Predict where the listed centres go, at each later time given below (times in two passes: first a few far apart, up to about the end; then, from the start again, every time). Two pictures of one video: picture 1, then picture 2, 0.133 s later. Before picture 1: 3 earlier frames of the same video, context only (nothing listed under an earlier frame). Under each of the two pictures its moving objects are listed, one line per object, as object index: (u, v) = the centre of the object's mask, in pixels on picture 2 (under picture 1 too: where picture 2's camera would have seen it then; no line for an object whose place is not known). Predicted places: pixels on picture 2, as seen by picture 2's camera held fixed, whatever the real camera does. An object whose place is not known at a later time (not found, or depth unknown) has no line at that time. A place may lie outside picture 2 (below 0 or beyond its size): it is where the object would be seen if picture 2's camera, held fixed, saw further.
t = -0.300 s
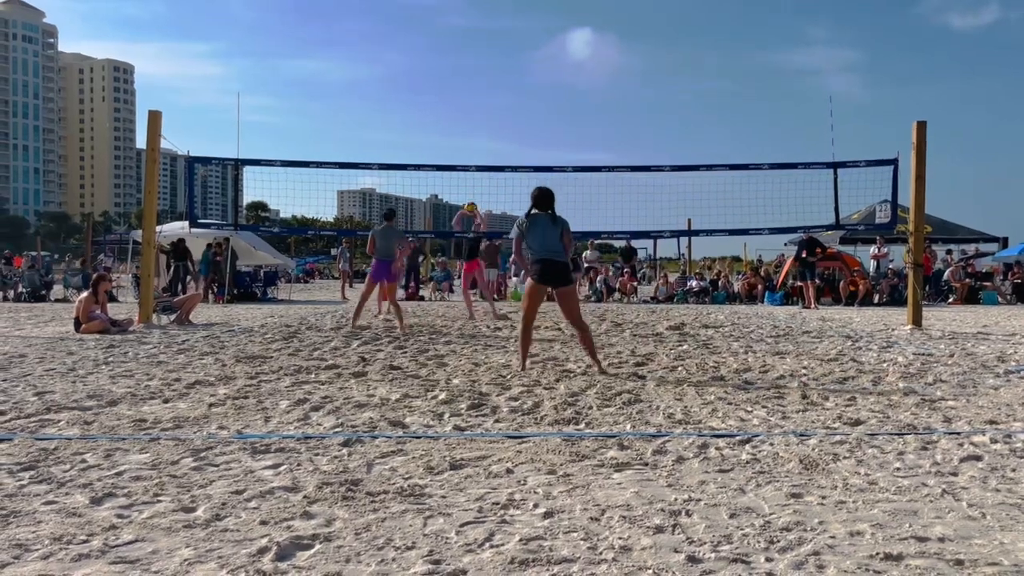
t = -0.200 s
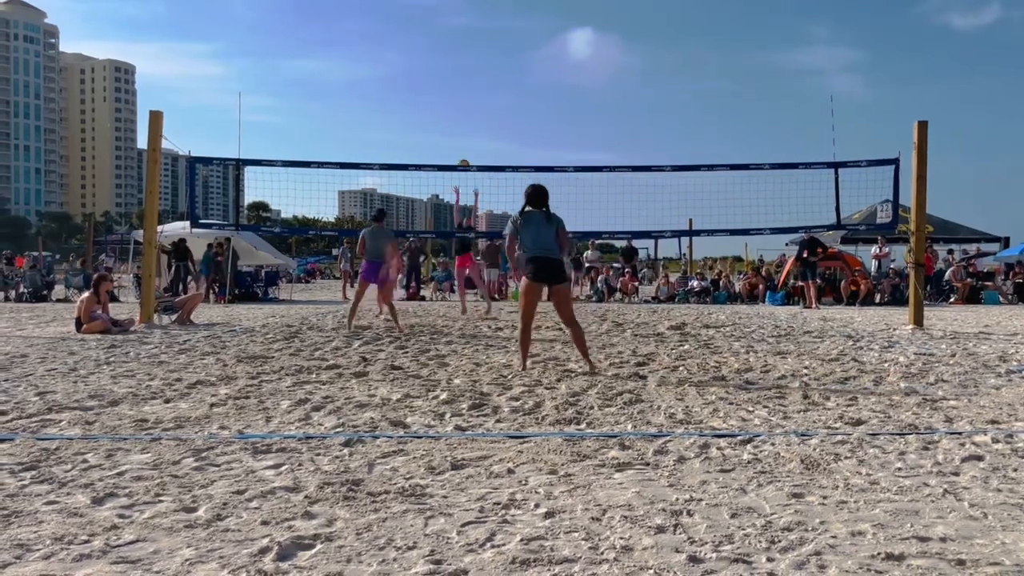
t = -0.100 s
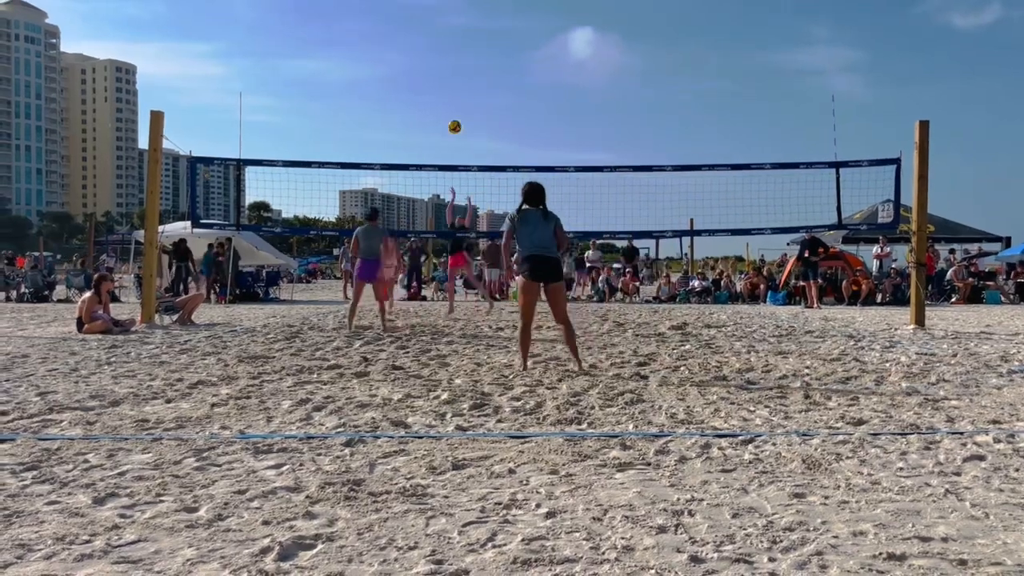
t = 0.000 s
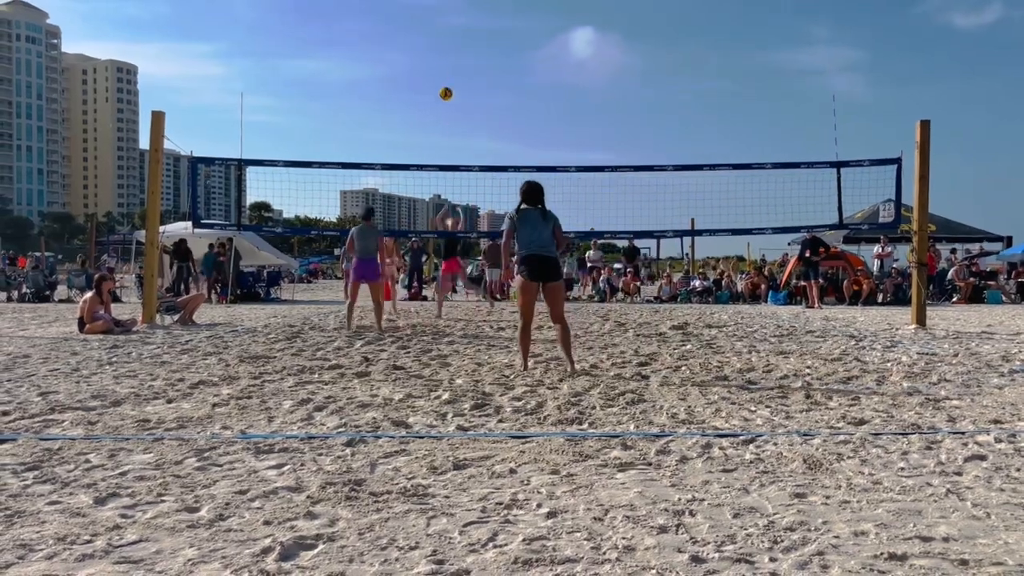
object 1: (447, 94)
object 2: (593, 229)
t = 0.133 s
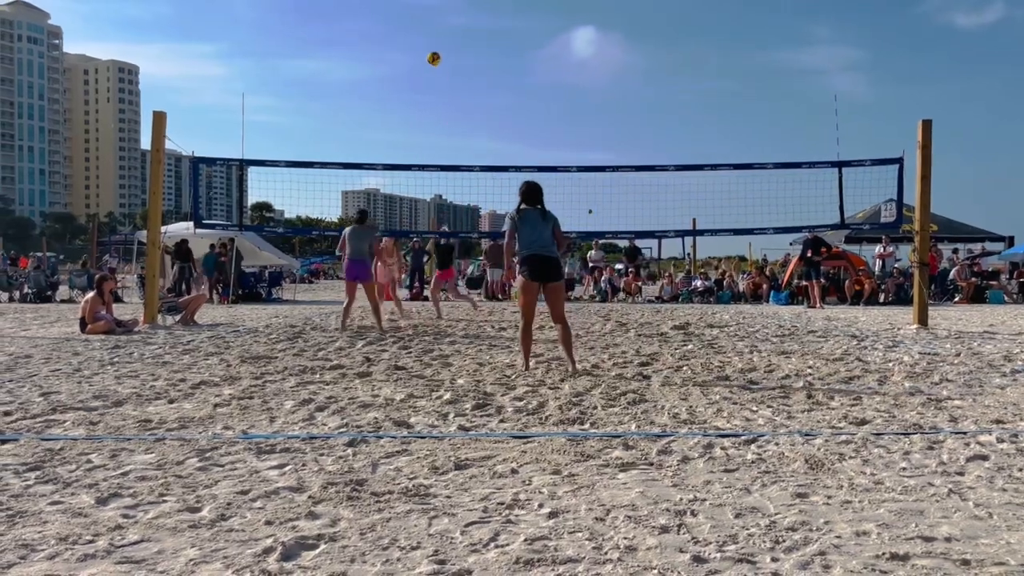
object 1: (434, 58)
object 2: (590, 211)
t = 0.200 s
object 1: (427, 45)
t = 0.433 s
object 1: (404, 18)
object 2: (582, 184)
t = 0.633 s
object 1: (383, 23)
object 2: (578, 177)
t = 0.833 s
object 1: (361, 53)
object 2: (573, 179)
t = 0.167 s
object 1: (431, 51)
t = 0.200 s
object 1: (427, 45)
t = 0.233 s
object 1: (424, 39)
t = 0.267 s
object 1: (421, 34)
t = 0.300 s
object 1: (417, 30)
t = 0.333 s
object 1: (414, 26)
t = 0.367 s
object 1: (411, 23)
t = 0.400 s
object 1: (407, 20)
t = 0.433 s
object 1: (404, 18)
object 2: (582, 184)
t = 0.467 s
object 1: (401, 18)
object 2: (582, 183)
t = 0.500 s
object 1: (397, 17)
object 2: (581, 181)
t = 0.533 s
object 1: (394, 18)
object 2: (580, 180)
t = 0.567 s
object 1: (391, 19)
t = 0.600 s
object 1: (387, 21)
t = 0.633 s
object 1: (383, 23)
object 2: (578, 177)
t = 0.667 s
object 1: (379, 26)
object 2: (577, 177)
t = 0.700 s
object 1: (376, 30)
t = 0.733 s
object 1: (372, 35)
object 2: (575, 177)
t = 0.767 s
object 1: (369, 40)
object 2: (574, 178)
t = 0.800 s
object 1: (365, 46)
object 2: (574, 178)
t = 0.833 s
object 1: (361, 53)
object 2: (573, 179)
